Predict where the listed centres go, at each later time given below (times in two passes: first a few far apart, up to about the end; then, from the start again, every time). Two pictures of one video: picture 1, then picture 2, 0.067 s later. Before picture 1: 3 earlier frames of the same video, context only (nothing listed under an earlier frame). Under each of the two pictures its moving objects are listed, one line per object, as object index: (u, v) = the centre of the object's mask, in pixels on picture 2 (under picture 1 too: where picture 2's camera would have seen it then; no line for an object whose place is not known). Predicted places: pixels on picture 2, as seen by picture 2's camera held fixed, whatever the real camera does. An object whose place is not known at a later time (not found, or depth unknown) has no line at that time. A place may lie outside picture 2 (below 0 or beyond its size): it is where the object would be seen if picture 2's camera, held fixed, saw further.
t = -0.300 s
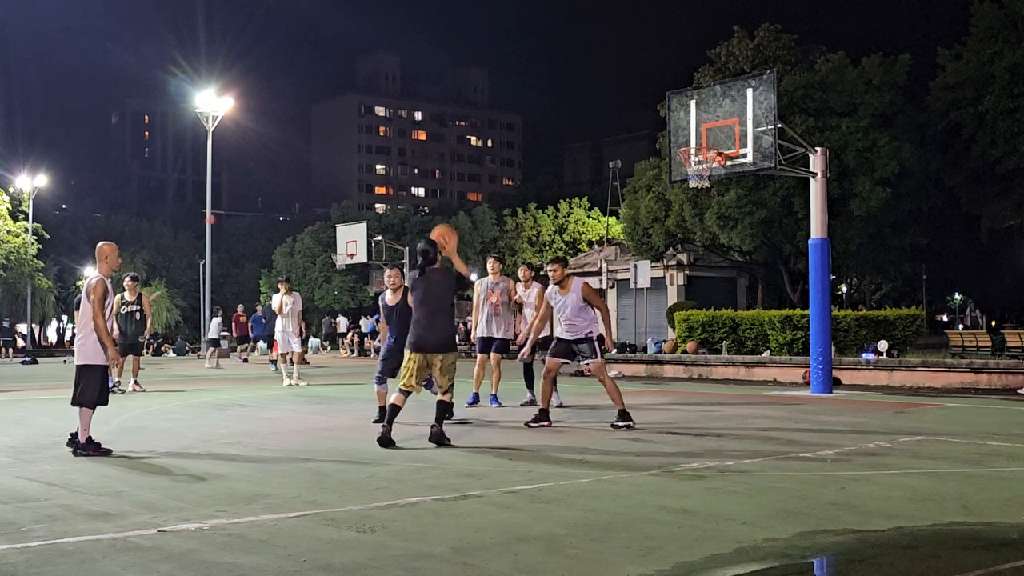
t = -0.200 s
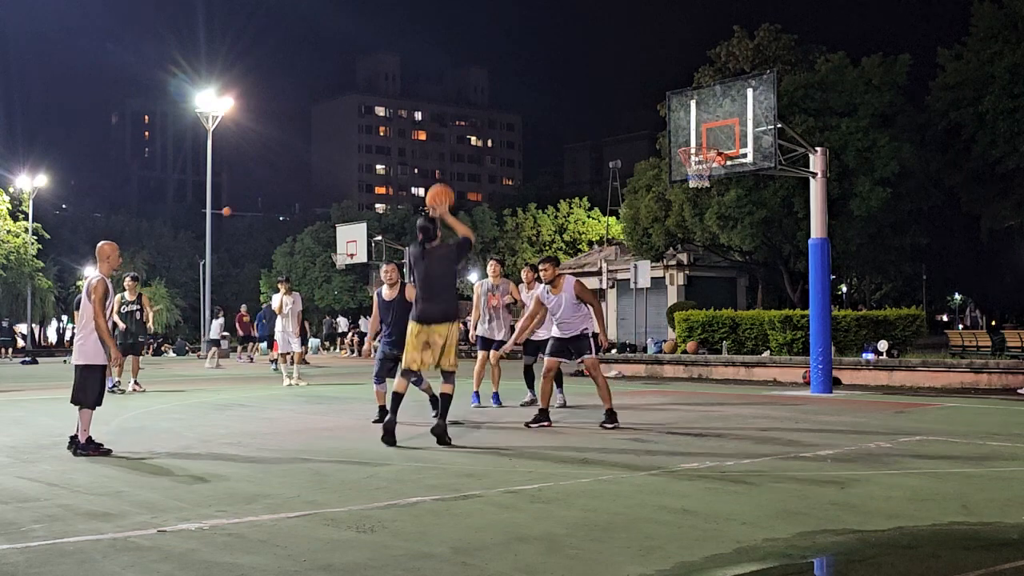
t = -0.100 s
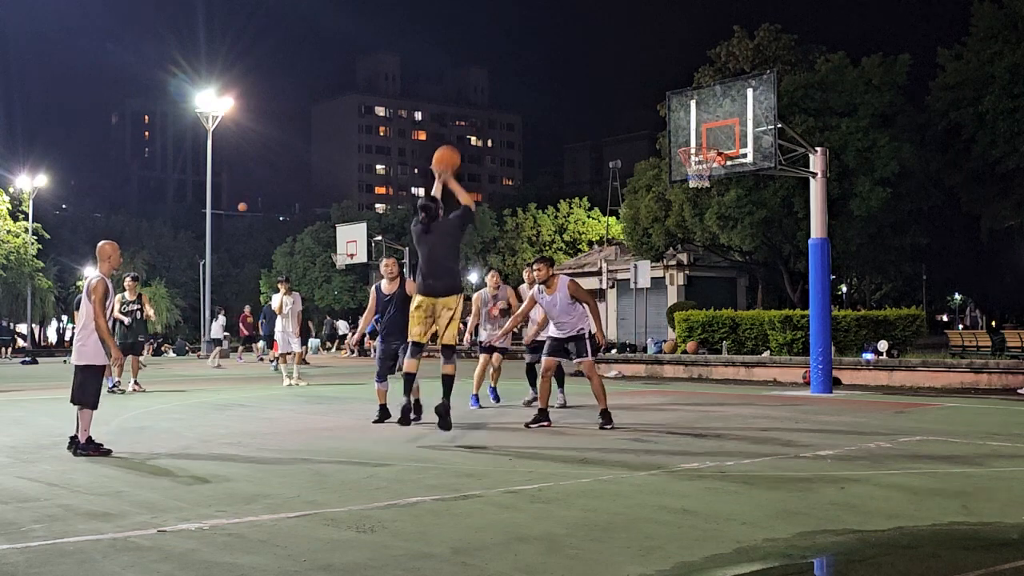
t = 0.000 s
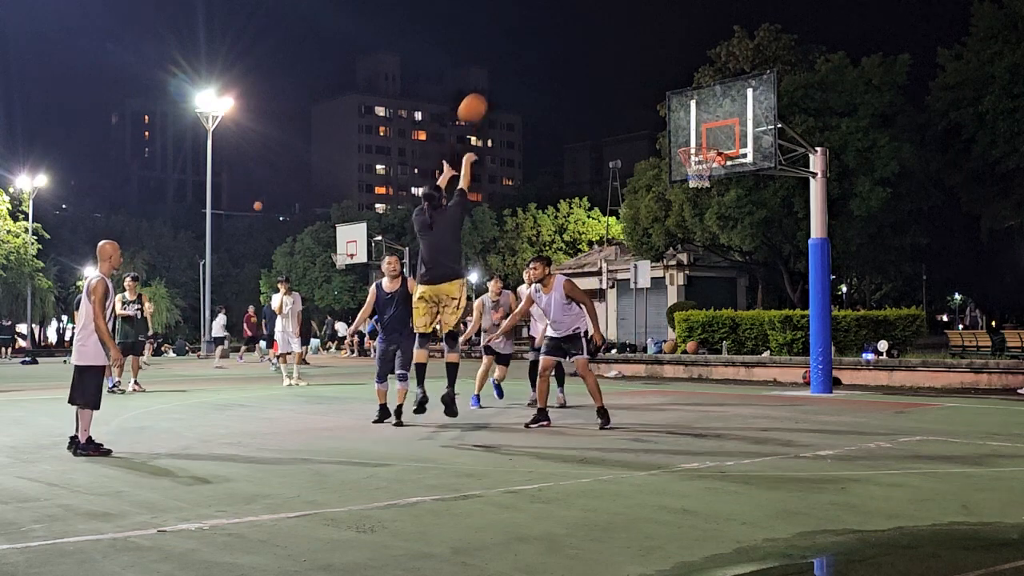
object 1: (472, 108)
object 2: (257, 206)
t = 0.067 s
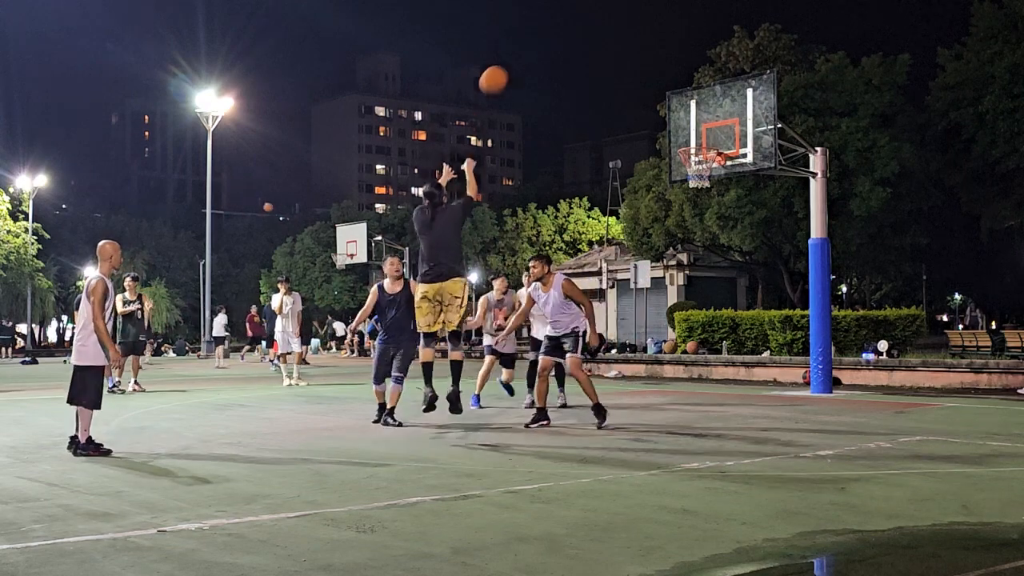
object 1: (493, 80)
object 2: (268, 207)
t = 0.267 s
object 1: (549, 28)
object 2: (297, 219)
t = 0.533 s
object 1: (611, 25)
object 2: (327, 249)
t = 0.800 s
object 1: (663, 78)
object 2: (302, 236)
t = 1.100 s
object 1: (704, 171)
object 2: (276, 251)
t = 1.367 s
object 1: (693, 166)
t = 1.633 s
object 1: (696, 195)
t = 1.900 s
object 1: (708, 268)
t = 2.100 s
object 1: (716, 359)
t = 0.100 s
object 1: (503, 68)
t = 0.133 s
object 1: (513, 57)
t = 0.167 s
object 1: (522, 48)
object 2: (282, 211)
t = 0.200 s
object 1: (532, 40)
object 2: (287, 213)
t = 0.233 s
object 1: (540, 34)
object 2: (292, 216)
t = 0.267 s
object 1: (549, 28)
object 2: (297, 219)
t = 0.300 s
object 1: (557, 24)
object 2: (301, 223)
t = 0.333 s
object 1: (565, 21)
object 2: (306, 226)
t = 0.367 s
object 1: (574, 19)
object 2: (310, 230)
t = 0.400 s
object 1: (582, 18)
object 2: (315, 235)
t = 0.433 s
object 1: (589, 18)
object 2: (320, 240)
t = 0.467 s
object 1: (597, 20)
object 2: (324, 245)
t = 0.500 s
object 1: (604, 22)
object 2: (328, 250)
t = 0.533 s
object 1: (611, 25)
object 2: (327, 249)
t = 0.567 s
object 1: (618, 28)
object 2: (324, 246)
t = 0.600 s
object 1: (625, 33)
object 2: (321, 243)
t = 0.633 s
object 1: (631, 39)
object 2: (318, 241)
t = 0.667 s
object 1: (638, 45)
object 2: (315, 240)
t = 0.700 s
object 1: (645, 53)
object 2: (312, 238)
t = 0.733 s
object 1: (651, 60)
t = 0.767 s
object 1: (657, 69)
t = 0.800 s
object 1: (663, 78)
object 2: (302, 236)
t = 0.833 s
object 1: (668, 88)
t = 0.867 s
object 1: (674, 99)
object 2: (297, 237)
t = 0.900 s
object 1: (680, 110)
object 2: (294, 238)
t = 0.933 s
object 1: (686, 123)
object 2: (291, 239)
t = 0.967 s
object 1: (692, 135)
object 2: (288, 241)
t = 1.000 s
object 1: (698, 147)
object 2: (286, 243)
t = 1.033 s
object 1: (698, 160)
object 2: (282, 245)
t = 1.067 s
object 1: (705, 169)
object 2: (279, 248)
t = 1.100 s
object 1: (704, 171)
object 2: (276, 251)
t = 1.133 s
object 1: (706, 174)
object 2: (274, 255)
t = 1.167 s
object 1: (702, 173)
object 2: (270, 259)
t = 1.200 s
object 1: (700, 170)
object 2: (268, 263)
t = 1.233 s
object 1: (698, 167)
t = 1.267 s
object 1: (697, 166)
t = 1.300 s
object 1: (696, 166)
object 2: (259, 278)
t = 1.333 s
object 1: (694, 166)
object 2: (256, 284)
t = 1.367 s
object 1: (693, 166)
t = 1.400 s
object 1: (692, 168)
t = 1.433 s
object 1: (691, 170)
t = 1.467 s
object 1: (691, 173)
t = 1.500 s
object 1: (691, 177)
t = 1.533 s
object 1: (691, 180)
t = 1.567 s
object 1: (693, 184)
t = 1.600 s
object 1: (694, 190)
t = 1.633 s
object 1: (696, 195)
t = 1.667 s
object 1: (697, 200)
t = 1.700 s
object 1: (699, 207)
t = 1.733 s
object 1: (700, 214)
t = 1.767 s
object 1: (701, 224)
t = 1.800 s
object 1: (702, 234)
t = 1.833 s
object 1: (705, 244)
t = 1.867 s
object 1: (706, 256)
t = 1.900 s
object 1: (708, 268)
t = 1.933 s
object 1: (709, 282)
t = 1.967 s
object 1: (711, 296)
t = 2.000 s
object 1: (712, 309)
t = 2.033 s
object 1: (713, 326)
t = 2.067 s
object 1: (715, 343)
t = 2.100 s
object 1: (716, 359)
